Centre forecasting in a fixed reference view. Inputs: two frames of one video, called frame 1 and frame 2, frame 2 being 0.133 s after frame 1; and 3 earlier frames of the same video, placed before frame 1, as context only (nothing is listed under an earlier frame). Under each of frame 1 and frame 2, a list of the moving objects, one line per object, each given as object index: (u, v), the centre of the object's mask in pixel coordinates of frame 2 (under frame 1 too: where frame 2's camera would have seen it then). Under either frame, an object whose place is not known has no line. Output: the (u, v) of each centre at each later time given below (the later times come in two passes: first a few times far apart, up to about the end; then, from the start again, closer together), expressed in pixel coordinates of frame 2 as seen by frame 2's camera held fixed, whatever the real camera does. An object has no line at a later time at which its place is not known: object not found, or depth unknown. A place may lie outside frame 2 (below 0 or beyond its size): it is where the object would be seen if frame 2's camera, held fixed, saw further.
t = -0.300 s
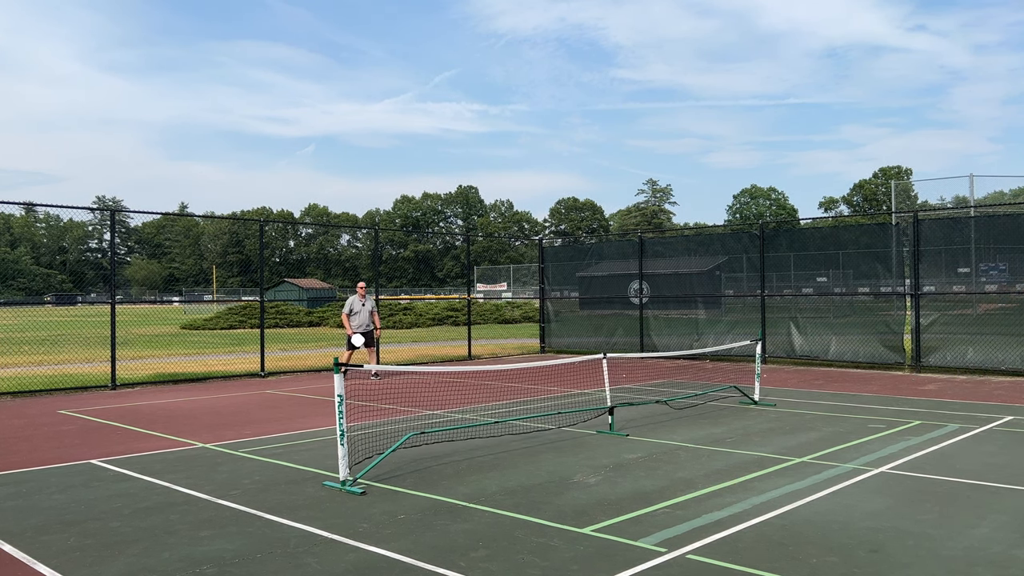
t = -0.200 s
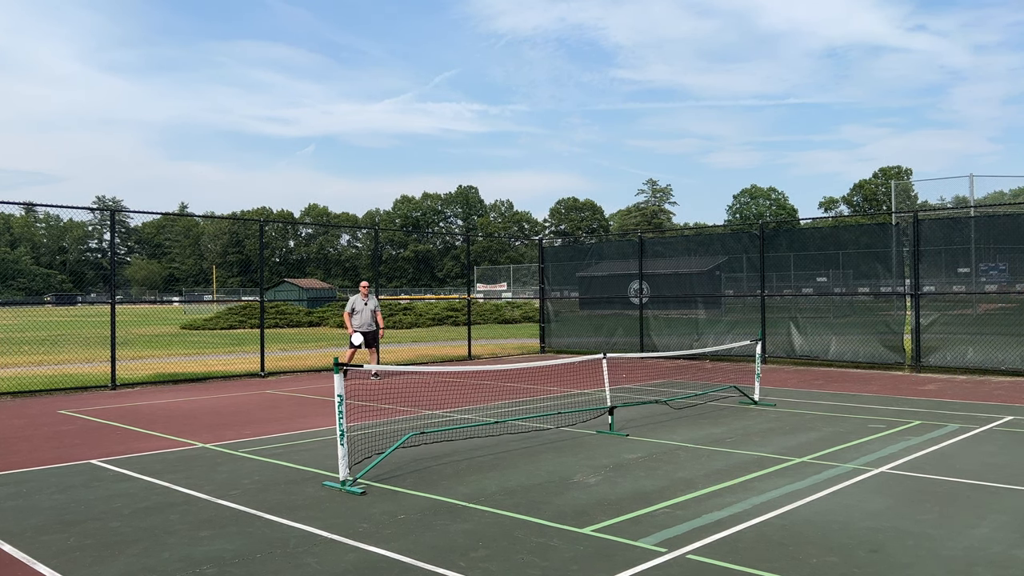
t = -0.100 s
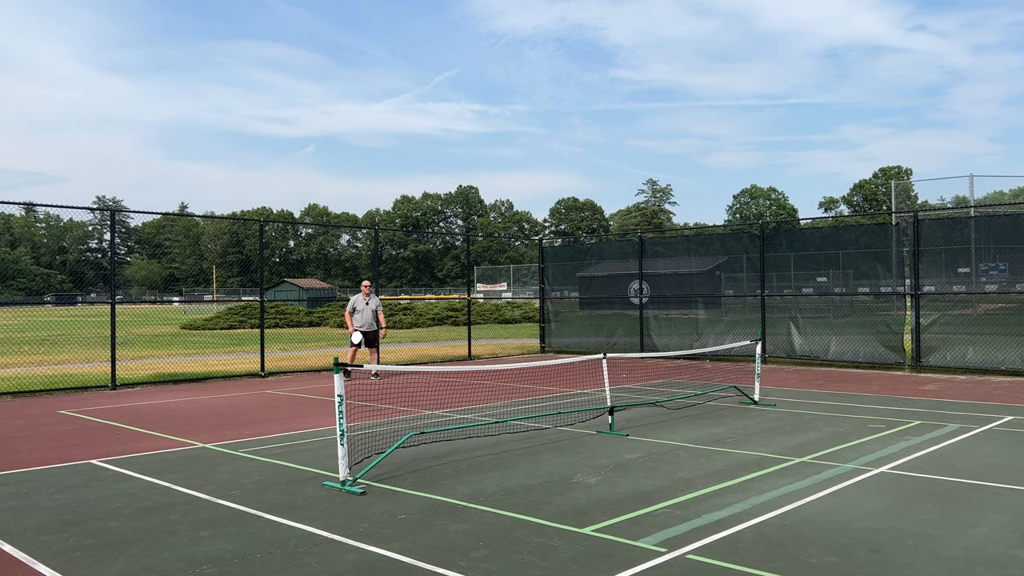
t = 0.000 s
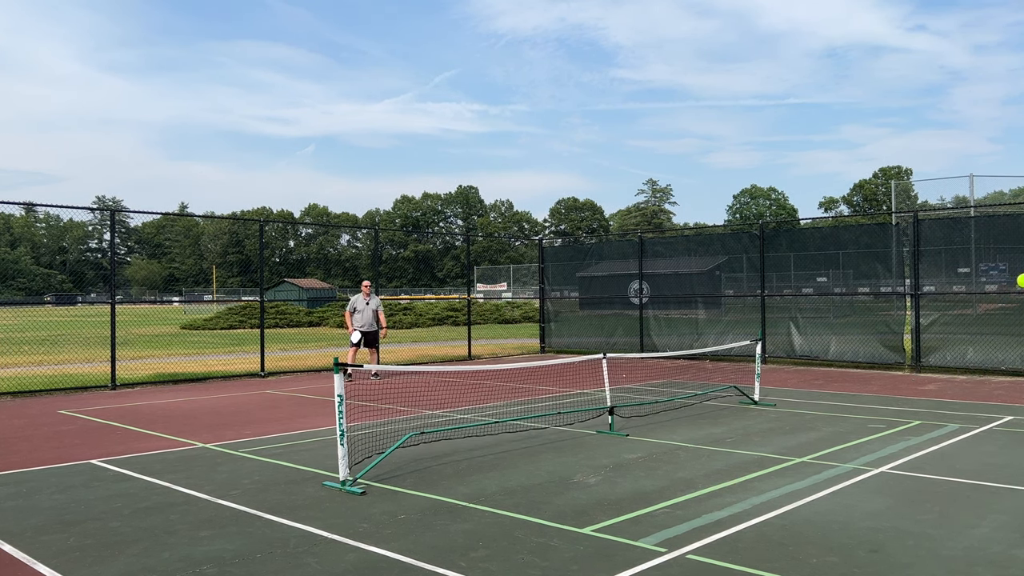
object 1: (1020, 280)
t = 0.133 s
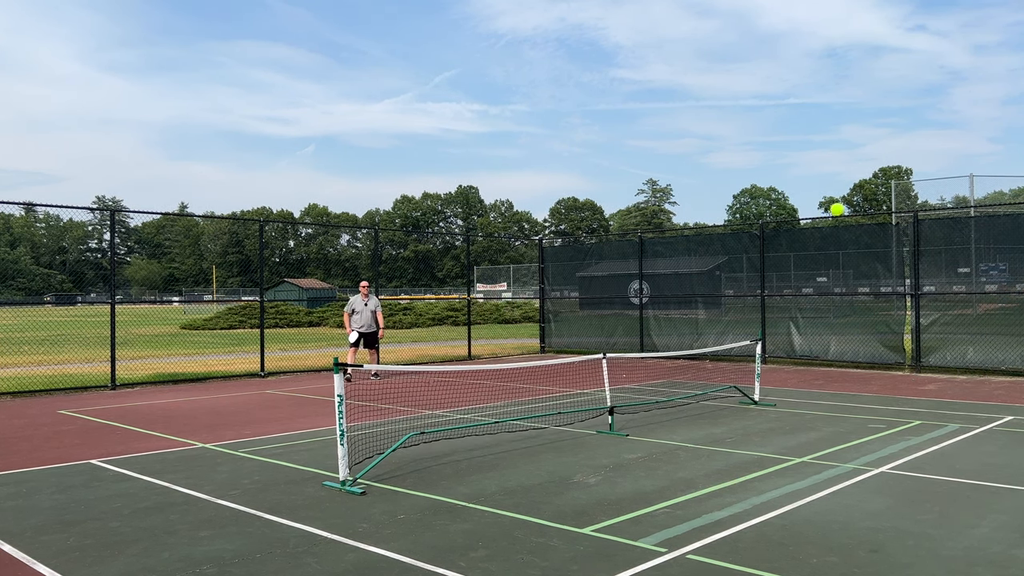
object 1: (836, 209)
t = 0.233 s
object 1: (722, 182)
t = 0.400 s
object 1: (567, 175)
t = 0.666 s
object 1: (383, 228)
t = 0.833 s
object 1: (293, 289)
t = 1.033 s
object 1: (204, 383)
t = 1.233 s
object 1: (148, 401)
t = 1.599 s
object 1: (87, 353)
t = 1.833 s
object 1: (52, 385)
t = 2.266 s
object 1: (3, 386)
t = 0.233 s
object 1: (722, 182)
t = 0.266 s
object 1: (688, 178)
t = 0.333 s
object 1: (624, 174)
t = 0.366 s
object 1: (595, 174)
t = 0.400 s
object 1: (567, 175)
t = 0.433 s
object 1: (541, 178)
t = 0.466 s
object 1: (516, 182)
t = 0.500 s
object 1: (491, 187)
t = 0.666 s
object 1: (383, 228)
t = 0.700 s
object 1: (364, 238)
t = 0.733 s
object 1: (345, 250)
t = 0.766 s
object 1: (327, 262)
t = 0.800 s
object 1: (310, 275)
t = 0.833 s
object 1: (293, 289)
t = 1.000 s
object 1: (217, 366)
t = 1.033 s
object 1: (204, 383)
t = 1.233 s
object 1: (148, 401)
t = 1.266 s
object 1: (142, 392)
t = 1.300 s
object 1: (136, 383)
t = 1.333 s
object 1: (130, 376)
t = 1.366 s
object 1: (125, 369)
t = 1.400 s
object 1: (120, 364)
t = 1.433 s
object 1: (114, 359)
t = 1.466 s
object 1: (108, 356)
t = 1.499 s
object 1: (103, 354)
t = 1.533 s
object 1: (98, 353)
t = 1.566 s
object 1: (93, 353)
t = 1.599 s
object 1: (87, 353)
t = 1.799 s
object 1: (57, 378)
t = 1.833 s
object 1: (52, 385)
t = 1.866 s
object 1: (48, 393)
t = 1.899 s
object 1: (43, 402)
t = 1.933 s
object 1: (39, 411)
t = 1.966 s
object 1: (34, 422)
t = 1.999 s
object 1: (30, 417)
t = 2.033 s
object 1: (27, 410)
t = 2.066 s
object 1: (24, 404)
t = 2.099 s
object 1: (20, 399)
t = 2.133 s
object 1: (16, 394)
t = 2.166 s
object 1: (13, 391)
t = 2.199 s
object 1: (10, 388)
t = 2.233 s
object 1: (6, 387)
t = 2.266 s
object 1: (3, 386)
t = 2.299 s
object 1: (1, 386)
